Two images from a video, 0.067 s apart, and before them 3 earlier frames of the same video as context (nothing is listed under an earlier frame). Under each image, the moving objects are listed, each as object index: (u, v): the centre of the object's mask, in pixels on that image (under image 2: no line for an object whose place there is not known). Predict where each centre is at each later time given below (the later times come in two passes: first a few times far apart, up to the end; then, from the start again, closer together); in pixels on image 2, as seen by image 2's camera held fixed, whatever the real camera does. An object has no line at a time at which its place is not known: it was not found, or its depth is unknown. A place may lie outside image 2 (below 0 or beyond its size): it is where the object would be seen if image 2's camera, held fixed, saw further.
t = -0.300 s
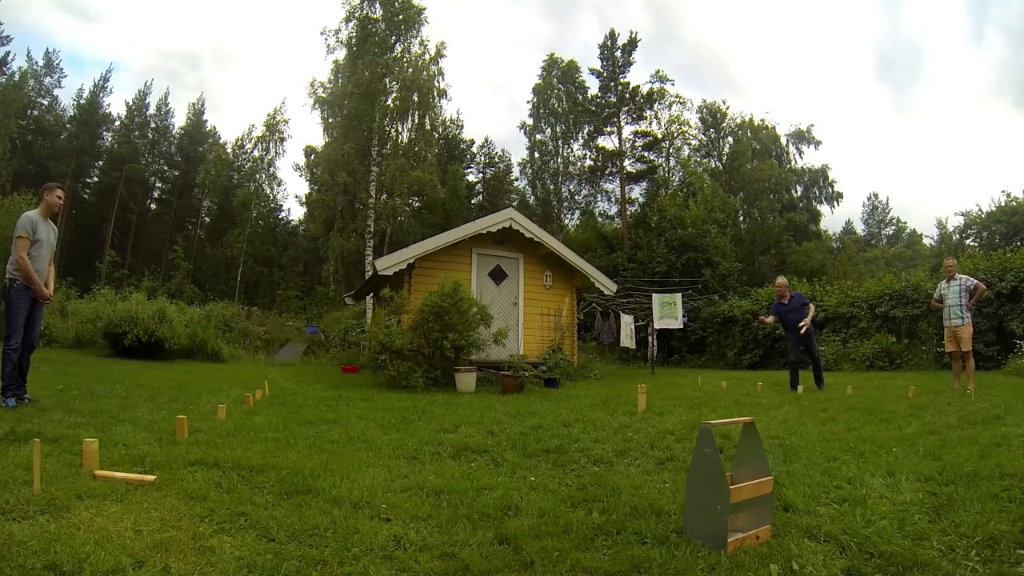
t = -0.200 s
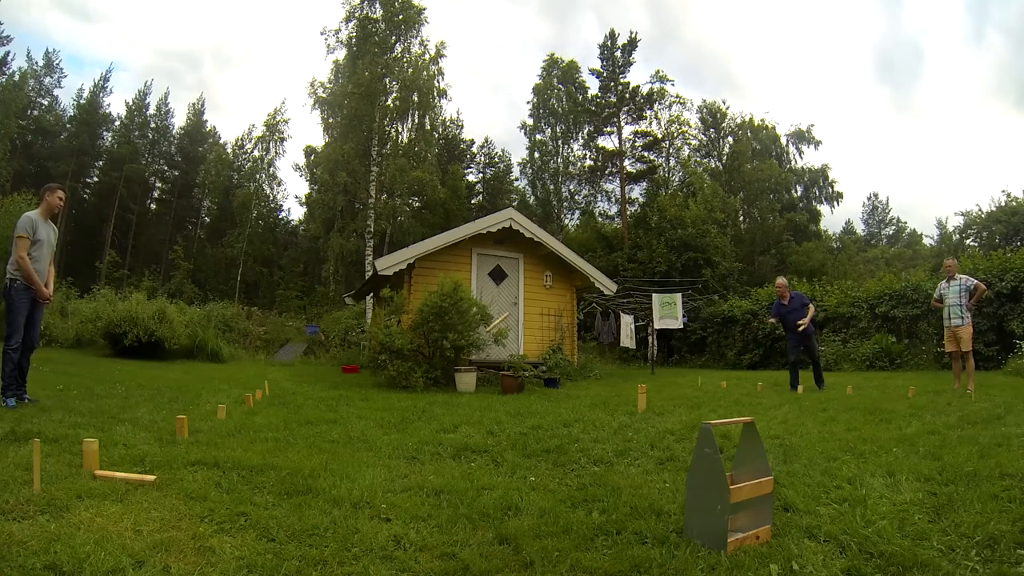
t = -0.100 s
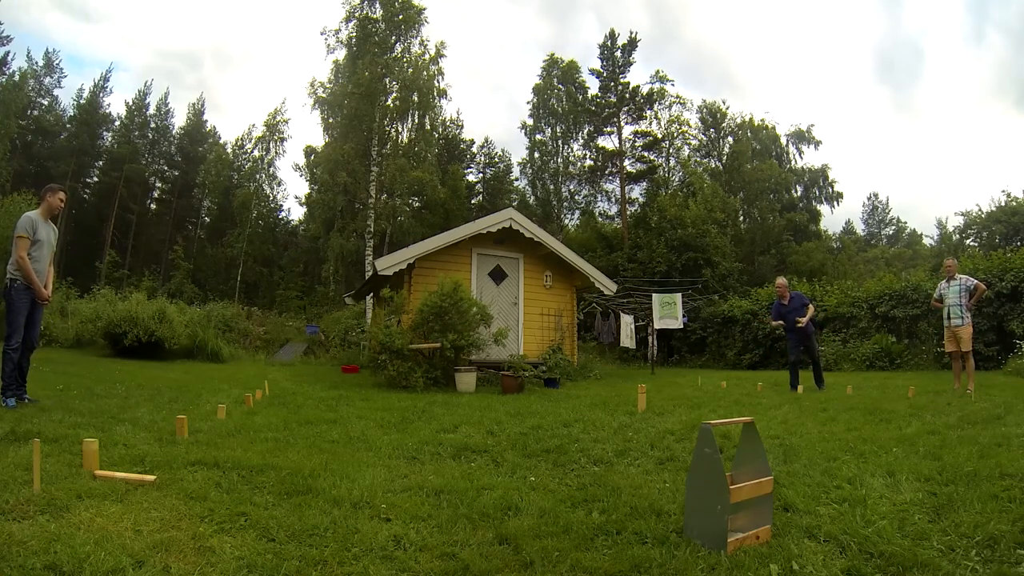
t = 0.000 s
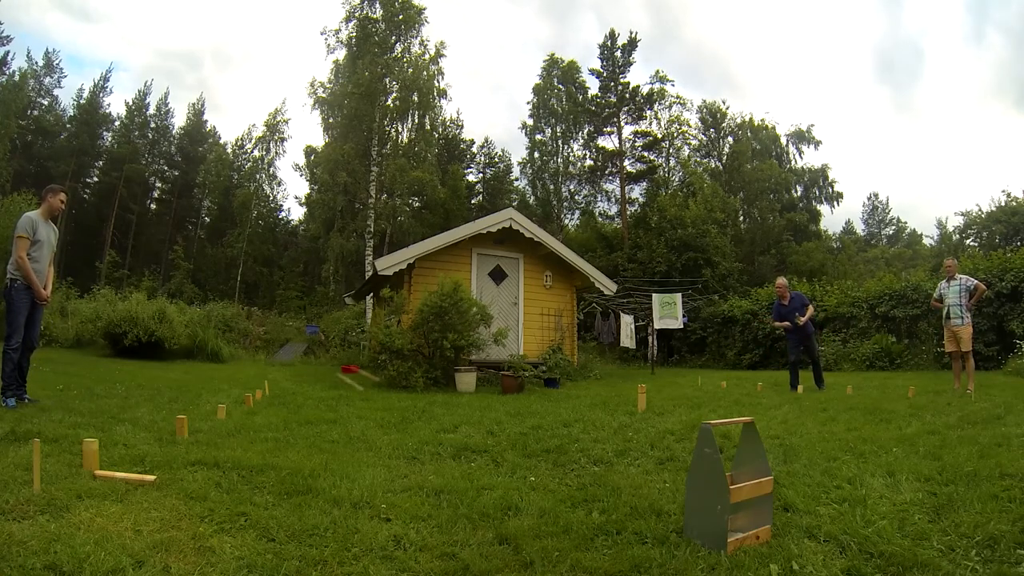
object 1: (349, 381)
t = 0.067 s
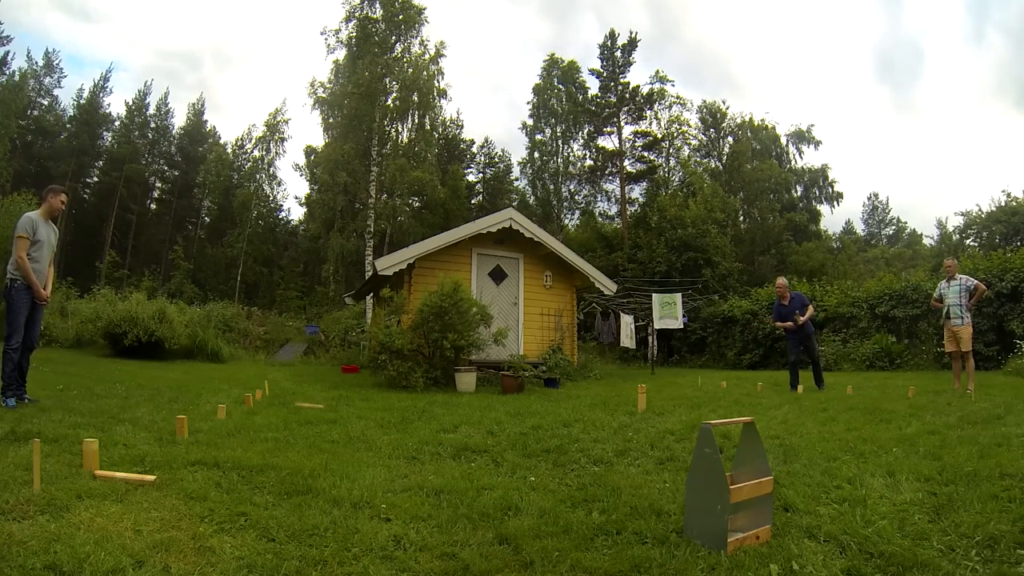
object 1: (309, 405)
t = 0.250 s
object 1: (263, 403)
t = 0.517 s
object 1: (258, 406)
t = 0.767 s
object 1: (258, 406)
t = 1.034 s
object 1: (258, 406)
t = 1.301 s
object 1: (258, 406)
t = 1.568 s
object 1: (257, 406)
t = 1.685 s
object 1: (258, 406)
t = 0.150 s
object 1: (286, 402)
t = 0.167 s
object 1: (281, 402)
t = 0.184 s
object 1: (279, 402)
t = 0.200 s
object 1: (275, 402)
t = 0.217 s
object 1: (272, 402)
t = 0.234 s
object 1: (268, 402)
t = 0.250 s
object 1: (263, 403)
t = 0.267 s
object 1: (260, 403)
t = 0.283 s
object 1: (259, 404)
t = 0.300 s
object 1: (258, 405)
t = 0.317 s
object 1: (259, 405)
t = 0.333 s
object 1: (259, 406)
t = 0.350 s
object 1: (259, 406)
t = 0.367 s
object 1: (258, 406)
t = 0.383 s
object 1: (258, 406)
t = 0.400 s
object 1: (259, 406)
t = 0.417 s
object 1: (258, 406)
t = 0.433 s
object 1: (258, 406)
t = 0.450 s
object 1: (258, 406)
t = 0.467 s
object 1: (258, 406)
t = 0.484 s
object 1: (258, 406)
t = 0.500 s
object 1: (258, 406)
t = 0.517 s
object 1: (258, 406)
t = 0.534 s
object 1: (258, 406)
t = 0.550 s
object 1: (258, 406)
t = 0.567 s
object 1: (258, 406)
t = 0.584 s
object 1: (258, 406)
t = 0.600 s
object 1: (258, 406)
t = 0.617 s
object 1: (258, 406)
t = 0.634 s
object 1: (258, 406)
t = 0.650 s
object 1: (258, 406)
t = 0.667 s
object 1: (258, 406)
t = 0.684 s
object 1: (258, 406)
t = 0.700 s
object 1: (258, 406)
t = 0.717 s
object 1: (258, 406)
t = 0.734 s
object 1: (258, 406)
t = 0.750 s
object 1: (258, 406)
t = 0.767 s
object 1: (258, 406)
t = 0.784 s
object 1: (258, 406)
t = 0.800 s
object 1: (258, 406)
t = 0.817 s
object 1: (258, 406)
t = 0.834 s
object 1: (258, 406)
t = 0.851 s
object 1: (258, 406)
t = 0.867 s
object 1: (258, 406)
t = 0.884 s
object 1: (258, 406)
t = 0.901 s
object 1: (258, 406)
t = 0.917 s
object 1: (258, 406)
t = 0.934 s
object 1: (258, 406)
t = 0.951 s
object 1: (258, 406)
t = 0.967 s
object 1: (258, 406)
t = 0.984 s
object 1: (258, 406)
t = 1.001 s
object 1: (258, 406)
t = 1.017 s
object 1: (258, 406)
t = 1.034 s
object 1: (258, 406)
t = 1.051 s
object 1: (258, 406)
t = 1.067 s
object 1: (258, 406)
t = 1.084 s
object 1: (258, 406)
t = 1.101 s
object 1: (258, 406)
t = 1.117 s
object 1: (258, 406)
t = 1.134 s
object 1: (257, 406)
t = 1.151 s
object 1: (257, 406)
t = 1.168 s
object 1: (257, 406)
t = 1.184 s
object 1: (257, 406)
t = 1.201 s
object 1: (257, 406)
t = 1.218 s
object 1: (258, 406)
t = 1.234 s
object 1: (257, 406)
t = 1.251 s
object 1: (257, 406)
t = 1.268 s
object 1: (257, 406)
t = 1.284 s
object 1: (258, 406)
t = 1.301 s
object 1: (258, 406)
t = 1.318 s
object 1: (257, 406)
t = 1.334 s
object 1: (257, 406)
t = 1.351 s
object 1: (257, 406)
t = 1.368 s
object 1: (258, 406)
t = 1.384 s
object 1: (257, 406)
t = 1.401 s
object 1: (257, 406)
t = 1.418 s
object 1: (257, 406)
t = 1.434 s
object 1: (257, 406)
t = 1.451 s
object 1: (257, 406)
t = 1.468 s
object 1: (257, 406)
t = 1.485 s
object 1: (257, 406)
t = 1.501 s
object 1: (257, 406)
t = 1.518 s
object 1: (257, 406)
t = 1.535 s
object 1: (257, 406)
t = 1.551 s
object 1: (257, 406)
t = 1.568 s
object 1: (257, 406)
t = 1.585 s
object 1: (257, 406)
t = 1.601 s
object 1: (257, 406)
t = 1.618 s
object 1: (257, 406)
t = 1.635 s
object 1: (257, 406)
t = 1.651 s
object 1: (257, 406)
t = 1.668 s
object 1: (257, 406)
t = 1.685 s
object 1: (258, 406)
